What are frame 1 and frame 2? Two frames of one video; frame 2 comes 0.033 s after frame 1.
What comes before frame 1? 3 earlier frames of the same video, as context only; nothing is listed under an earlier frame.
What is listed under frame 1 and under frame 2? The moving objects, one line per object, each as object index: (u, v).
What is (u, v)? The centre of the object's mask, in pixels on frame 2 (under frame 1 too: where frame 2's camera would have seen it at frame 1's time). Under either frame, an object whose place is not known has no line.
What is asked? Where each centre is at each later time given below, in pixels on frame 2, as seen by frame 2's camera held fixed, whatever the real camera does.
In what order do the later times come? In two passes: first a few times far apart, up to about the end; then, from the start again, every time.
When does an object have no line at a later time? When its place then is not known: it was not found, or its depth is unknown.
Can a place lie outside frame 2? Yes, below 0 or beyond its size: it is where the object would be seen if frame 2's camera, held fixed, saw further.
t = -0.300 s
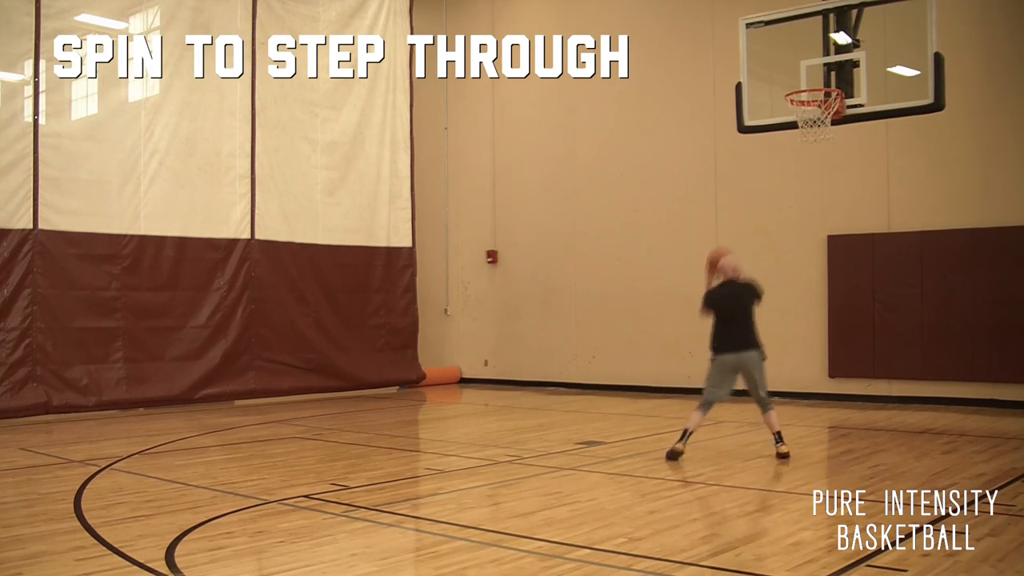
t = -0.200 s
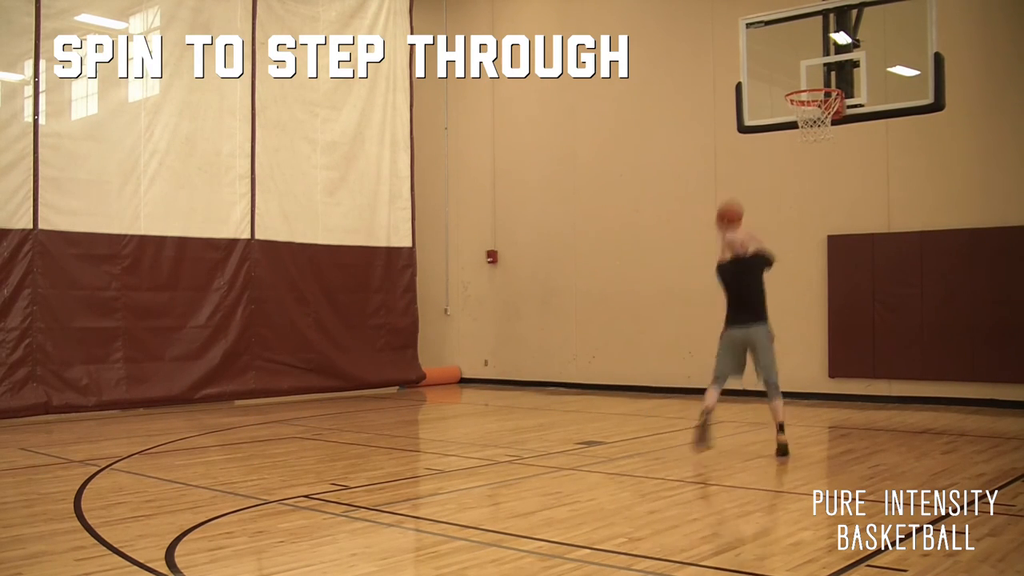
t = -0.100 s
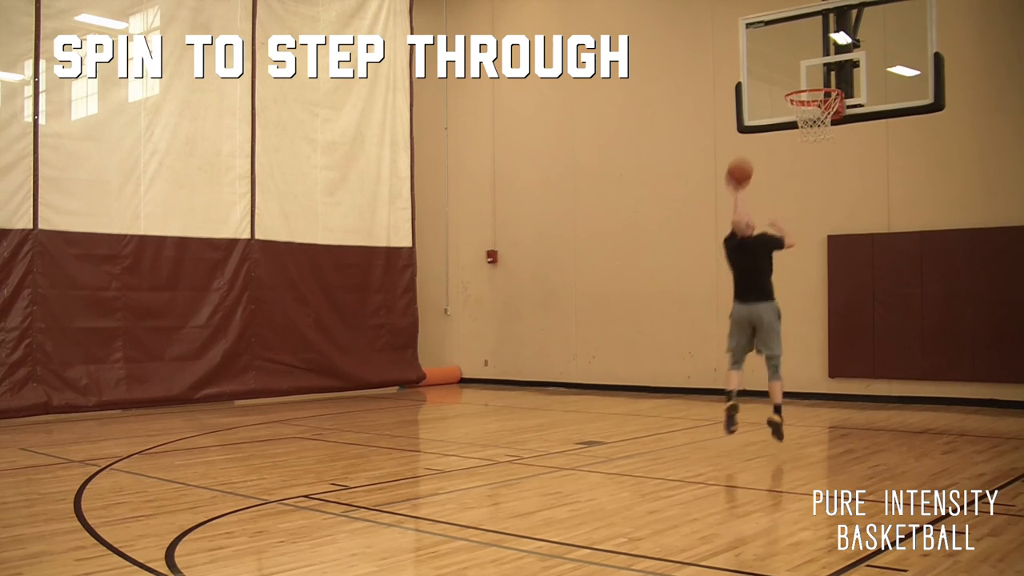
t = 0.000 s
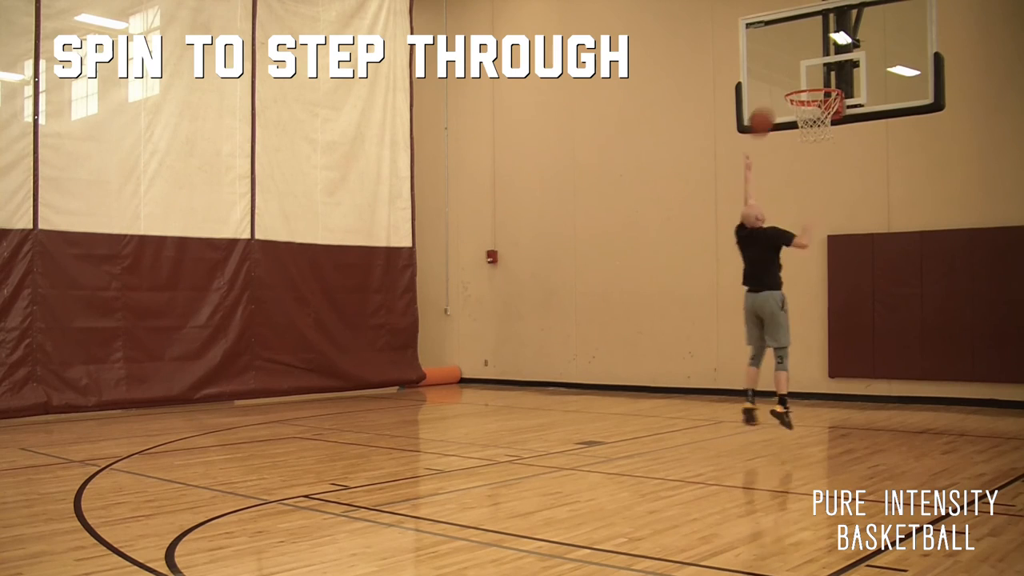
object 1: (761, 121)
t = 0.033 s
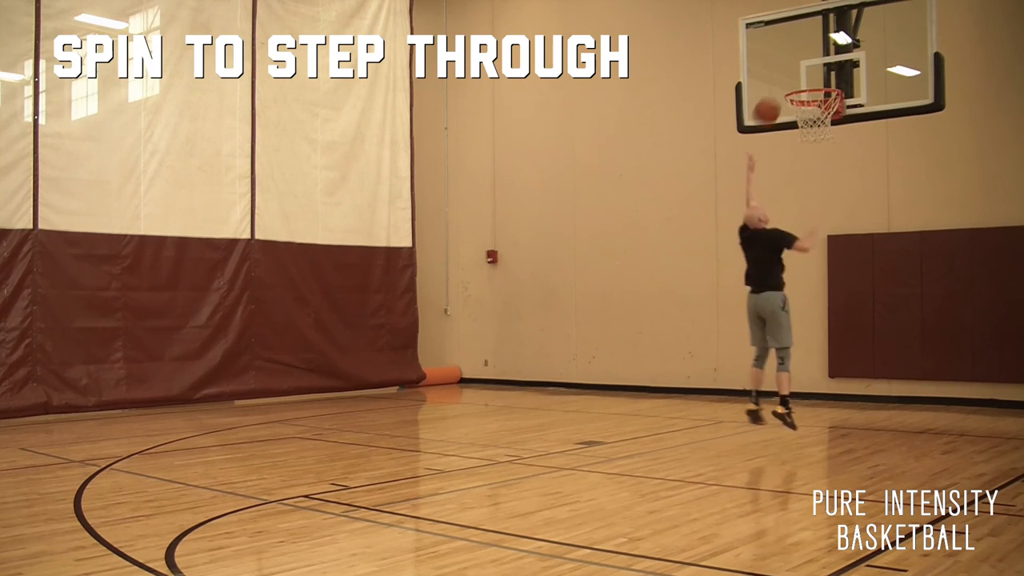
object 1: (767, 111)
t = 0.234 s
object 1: (801, 75)
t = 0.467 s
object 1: (807, 76)
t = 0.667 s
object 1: (811, 125)
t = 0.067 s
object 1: (772, 102)
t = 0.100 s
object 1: (777, 94)
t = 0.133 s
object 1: (783, 87)
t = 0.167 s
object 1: (789, 81)
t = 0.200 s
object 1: (795, 78)
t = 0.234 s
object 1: (801, 75)
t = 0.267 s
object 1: (805, 73)
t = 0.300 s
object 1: (805, 70)
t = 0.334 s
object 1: (806, 69)
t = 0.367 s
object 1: (806, 69)
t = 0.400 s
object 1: (807, 70)
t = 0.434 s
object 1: (807, 73)
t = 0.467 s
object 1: (807, 76)
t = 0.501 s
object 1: (808, 79)
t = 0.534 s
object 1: (808, 87)
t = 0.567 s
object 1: (808, 94)
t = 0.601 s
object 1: (809, 103)
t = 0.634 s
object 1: (811, 113)
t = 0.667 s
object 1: (811, 125)
